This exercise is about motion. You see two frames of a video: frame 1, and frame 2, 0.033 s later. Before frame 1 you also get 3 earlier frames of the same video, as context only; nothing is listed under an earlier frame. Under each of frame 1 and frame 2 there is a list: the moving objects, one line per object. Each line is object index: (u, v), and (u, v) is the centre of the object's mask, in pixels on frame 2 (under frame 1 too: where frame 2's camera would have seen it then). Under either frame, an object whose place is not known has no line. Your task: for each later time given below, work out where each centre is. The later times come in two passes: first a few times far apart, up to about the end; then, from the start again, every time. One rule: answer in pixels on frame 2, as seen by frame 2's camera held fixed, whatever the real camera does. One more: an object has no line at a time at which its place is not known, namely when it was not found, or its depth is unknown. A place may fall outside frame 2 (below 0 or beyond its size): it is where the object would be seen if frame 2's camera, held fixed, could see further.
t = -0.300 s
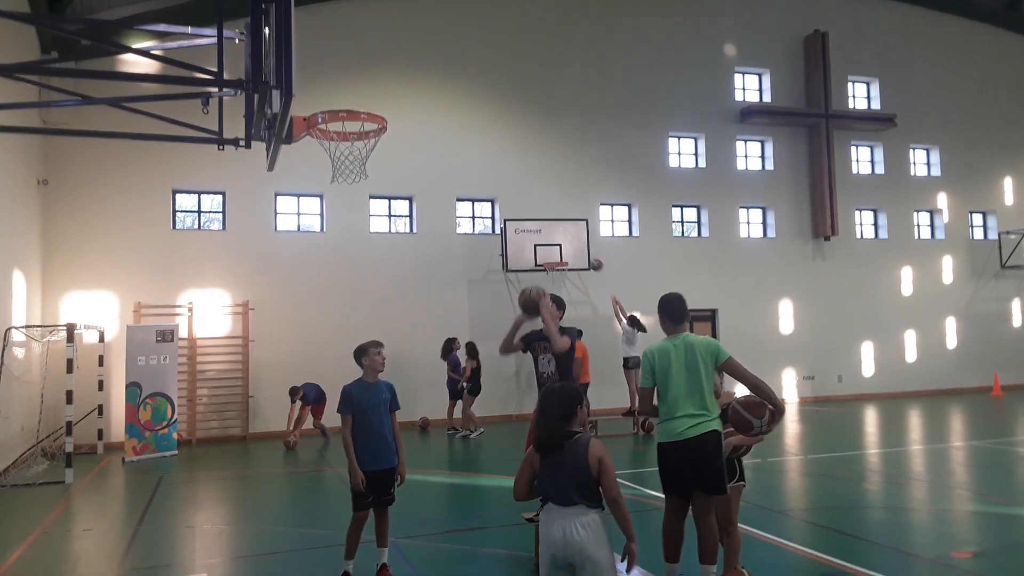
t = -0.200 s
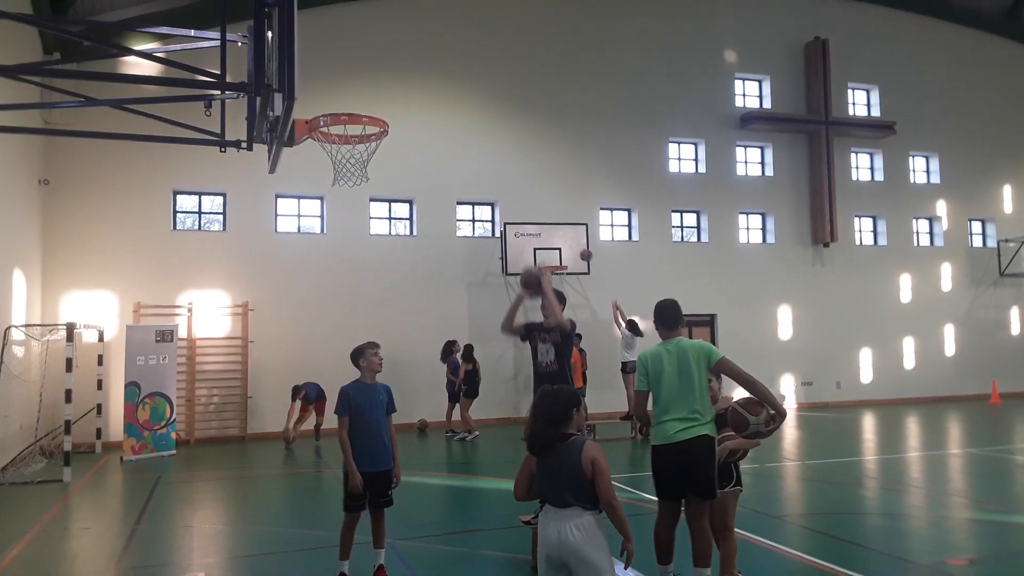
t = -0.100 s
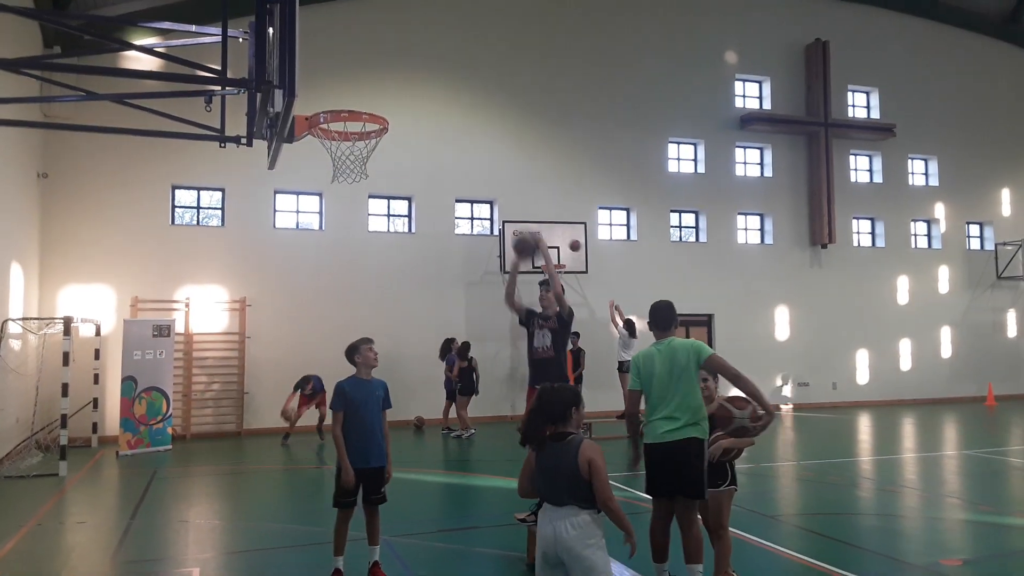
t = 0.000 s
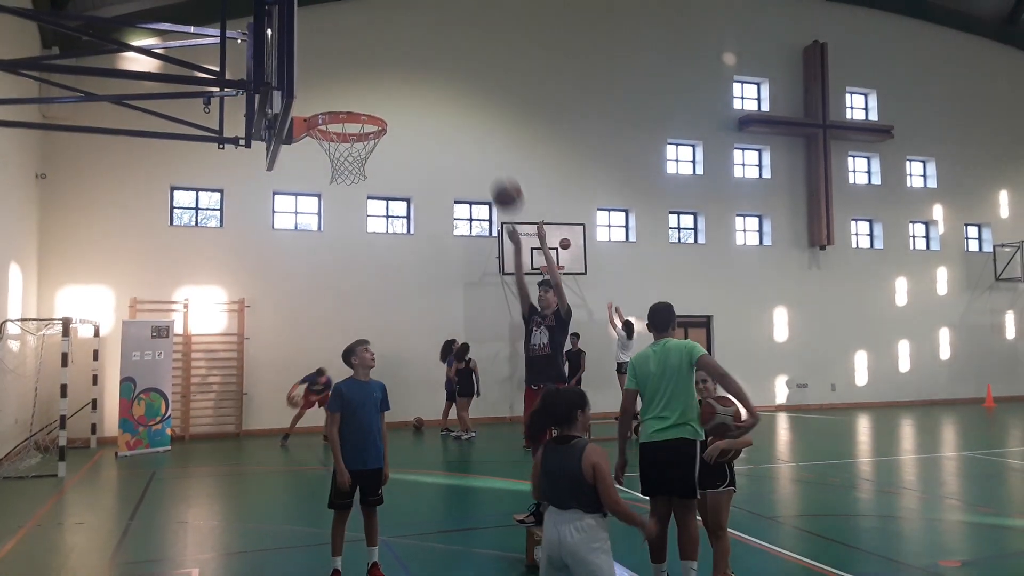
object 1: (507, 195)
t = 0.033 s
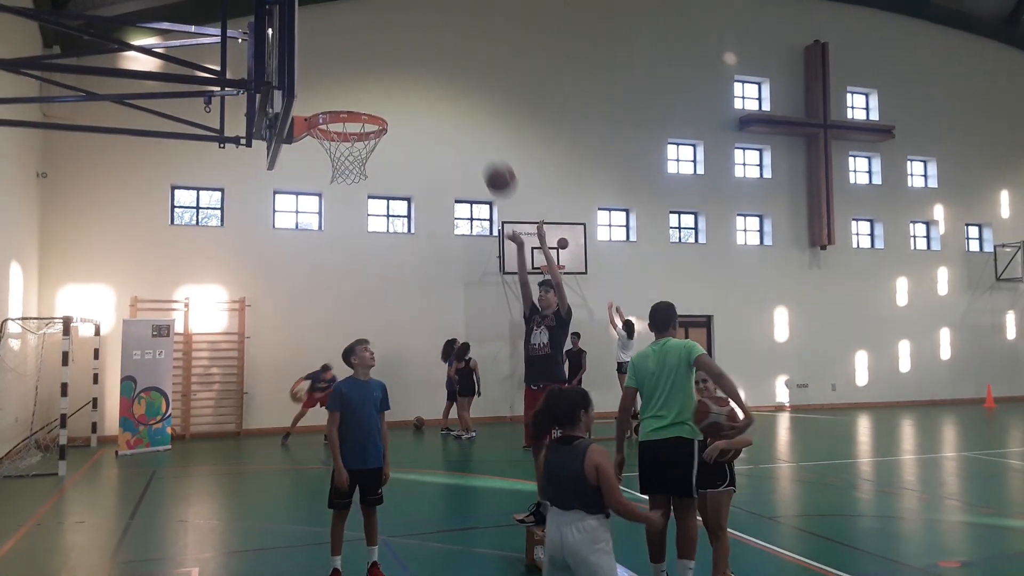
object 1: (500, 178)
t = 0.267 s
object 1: (441, 99)
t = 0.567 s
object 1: (356, 95)
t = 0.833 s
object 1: (349, 187)
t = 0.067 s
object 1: (492, 163)
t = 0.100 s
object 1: (484, 149)
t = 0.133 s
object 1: (476, 137)
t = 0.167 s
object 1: (468, 126)
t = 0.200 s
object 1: (460, 115)
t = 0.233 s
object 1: (451, 107)
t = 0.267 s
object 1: (441, 99)
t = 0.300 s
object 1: (432, 93)
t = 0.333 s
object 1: (423, 88)
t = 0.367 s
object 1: (414, 85)
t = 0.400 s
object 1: (405, 82)
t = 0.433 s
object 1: (397, 82)
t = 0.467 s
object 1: (387, 83)
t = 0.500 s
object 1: (377, 86)
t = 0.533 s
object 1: (367, 90)
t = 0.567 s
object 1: (356, 95)
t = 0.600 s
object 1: (345, 100)
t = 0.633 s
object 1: (333, 105)
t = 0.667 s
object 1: (325, 134)
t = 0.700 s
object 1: (329, 139)
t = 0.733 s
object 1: (333, 150)
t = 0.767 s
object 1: (339, 162)
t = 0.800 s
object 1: (344, 175)
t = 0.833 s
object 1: (349, 187)
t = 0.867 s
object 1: (353, 205)
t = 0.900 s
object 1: (359, 226)
